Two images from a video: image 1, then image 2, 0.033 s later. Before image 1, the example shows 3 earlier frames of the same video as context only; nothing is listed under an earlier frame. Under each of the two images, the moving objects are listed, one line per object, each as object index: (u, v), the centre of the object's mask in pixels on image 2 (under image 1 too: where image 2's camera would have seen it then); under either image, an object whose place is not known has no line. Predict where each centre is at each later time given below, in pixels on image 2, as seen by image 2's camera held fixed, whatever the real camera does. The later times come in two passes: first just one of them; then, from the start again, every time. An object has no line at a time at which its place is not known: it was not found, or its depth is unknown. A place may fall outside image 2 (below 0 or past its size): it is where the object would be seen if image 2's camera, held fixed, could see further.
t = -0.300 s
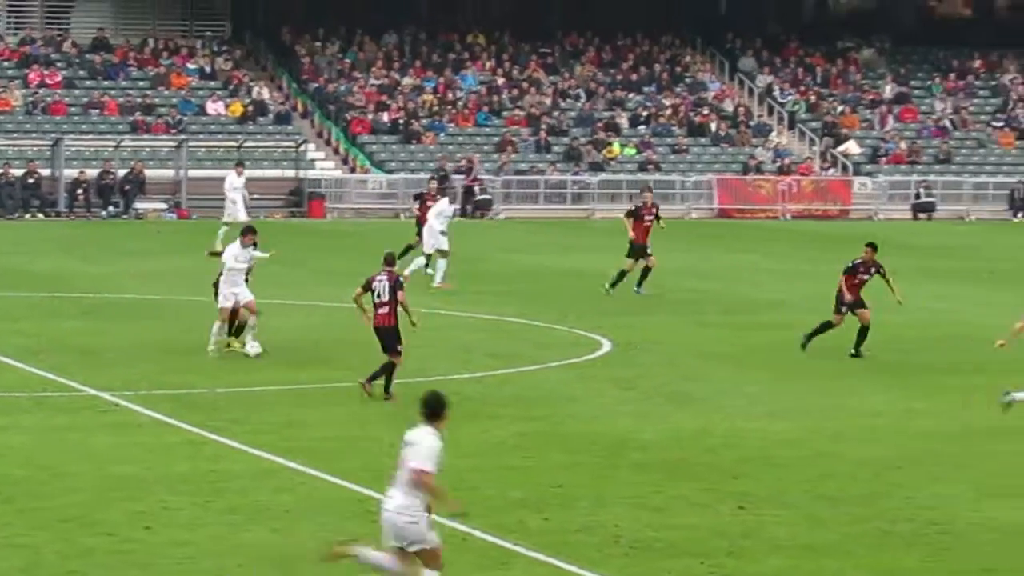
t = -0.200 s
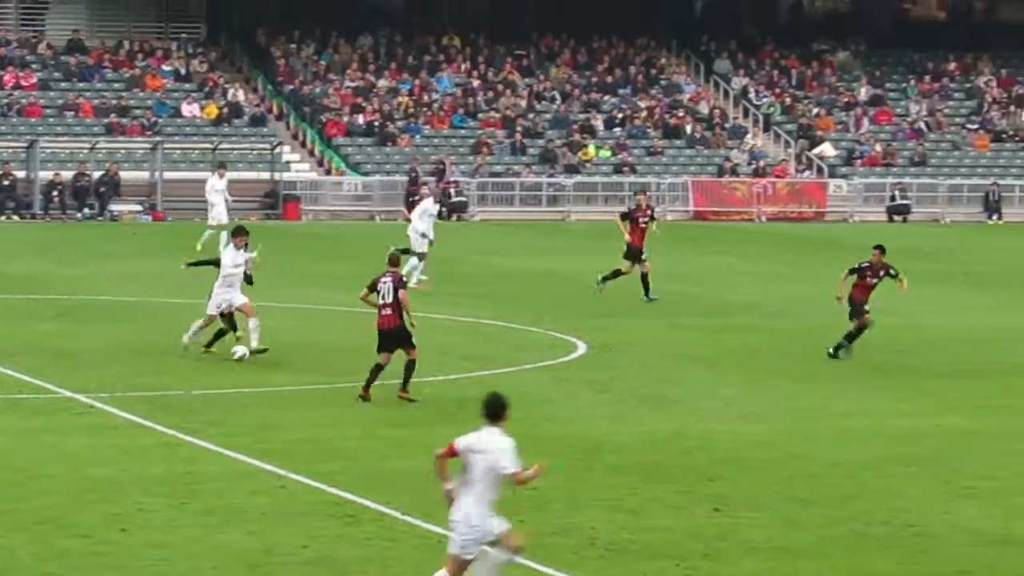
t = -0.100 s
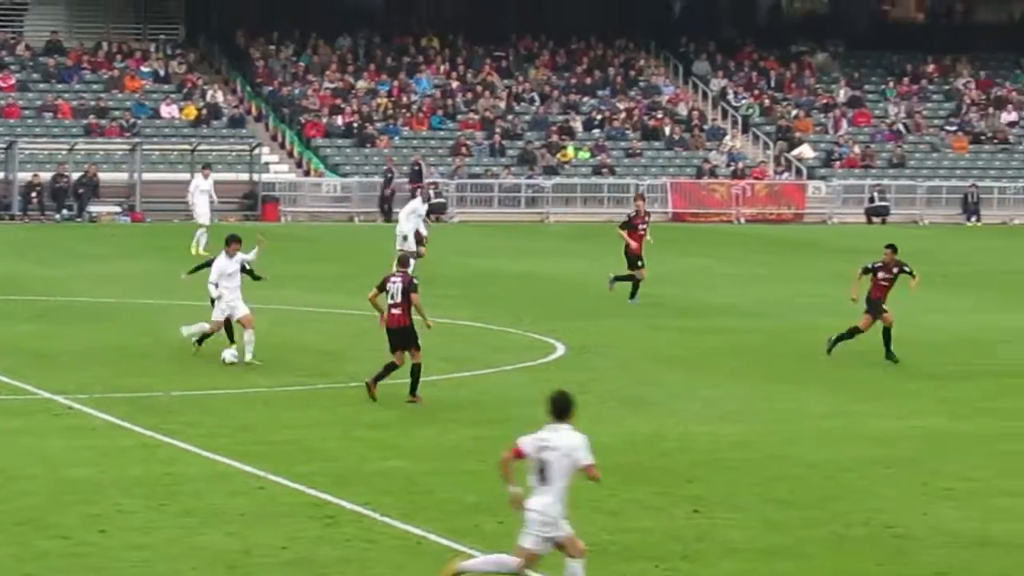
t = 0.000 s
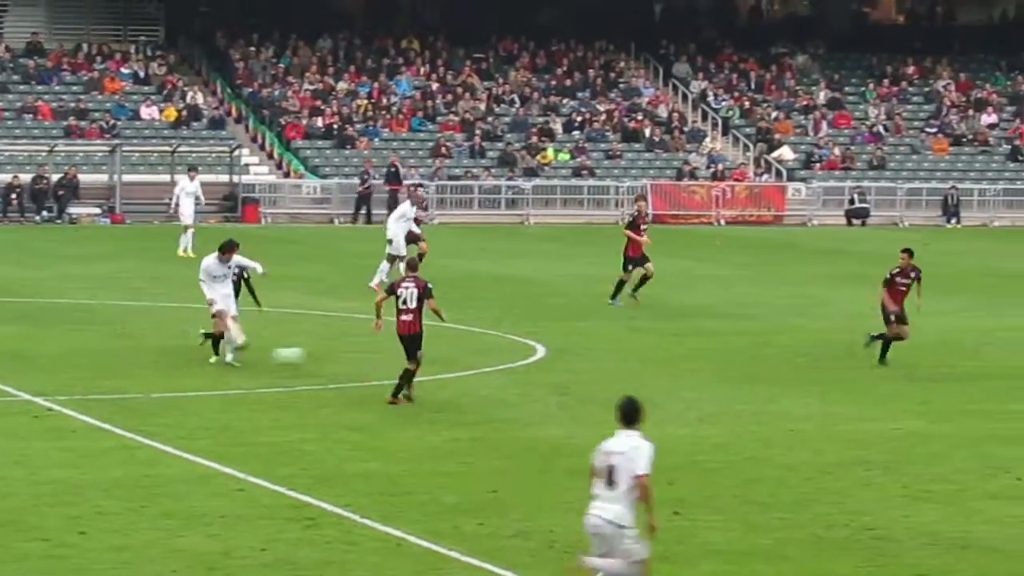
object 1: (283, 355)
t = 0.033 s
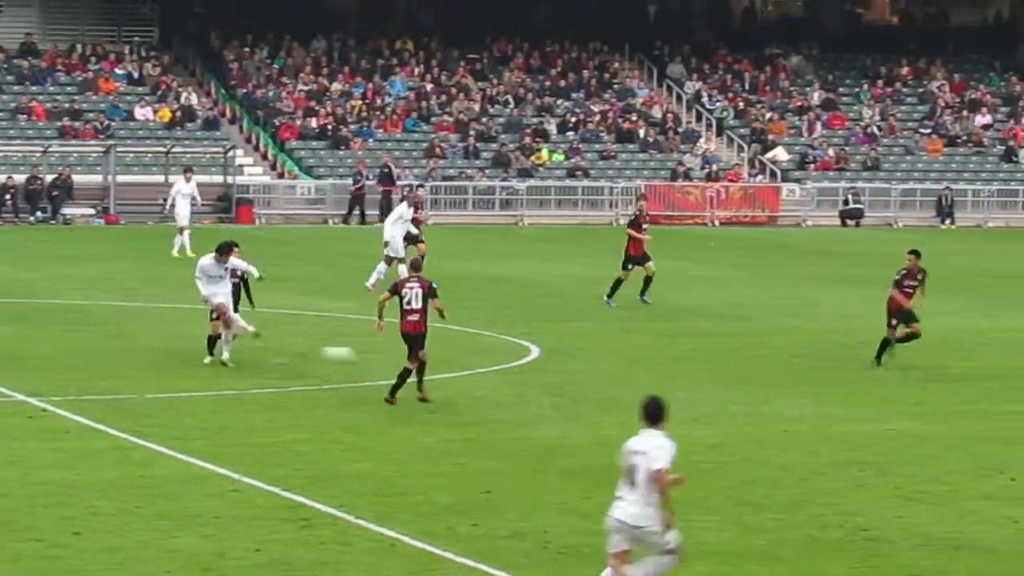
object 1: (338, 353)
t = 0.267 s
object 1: (706, 371)
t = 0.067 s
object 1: (391, 352)
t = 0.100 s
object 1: (453, 353)
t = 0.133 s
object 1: (500, 354)
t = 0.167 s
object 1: (554, 359)
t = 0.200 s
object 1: (606, 363)
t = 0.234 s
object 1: (659, 369)
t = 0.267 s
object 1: (706, 371)
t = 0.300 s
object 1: (750, 368)
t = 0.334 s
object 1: (773, 367)
